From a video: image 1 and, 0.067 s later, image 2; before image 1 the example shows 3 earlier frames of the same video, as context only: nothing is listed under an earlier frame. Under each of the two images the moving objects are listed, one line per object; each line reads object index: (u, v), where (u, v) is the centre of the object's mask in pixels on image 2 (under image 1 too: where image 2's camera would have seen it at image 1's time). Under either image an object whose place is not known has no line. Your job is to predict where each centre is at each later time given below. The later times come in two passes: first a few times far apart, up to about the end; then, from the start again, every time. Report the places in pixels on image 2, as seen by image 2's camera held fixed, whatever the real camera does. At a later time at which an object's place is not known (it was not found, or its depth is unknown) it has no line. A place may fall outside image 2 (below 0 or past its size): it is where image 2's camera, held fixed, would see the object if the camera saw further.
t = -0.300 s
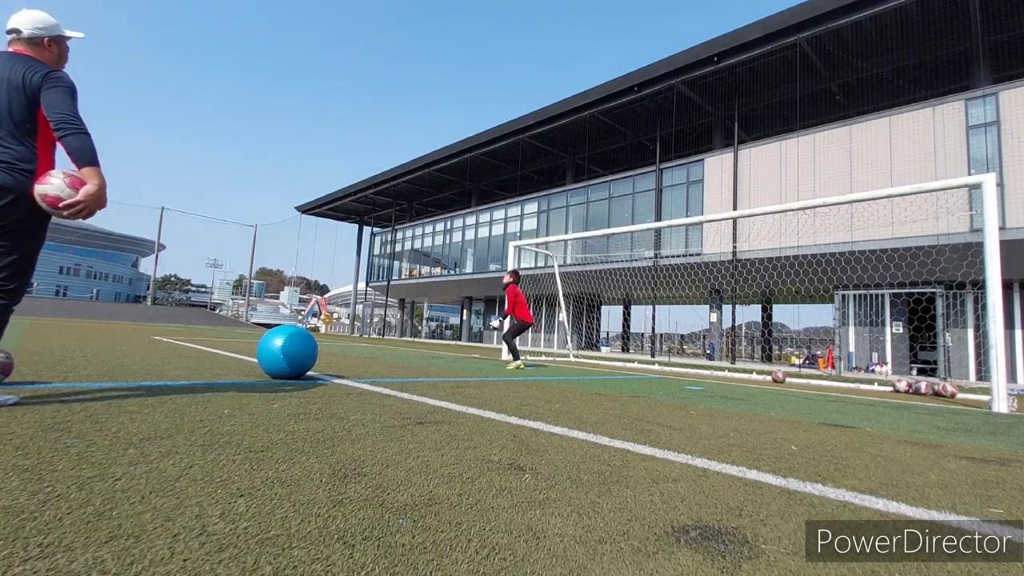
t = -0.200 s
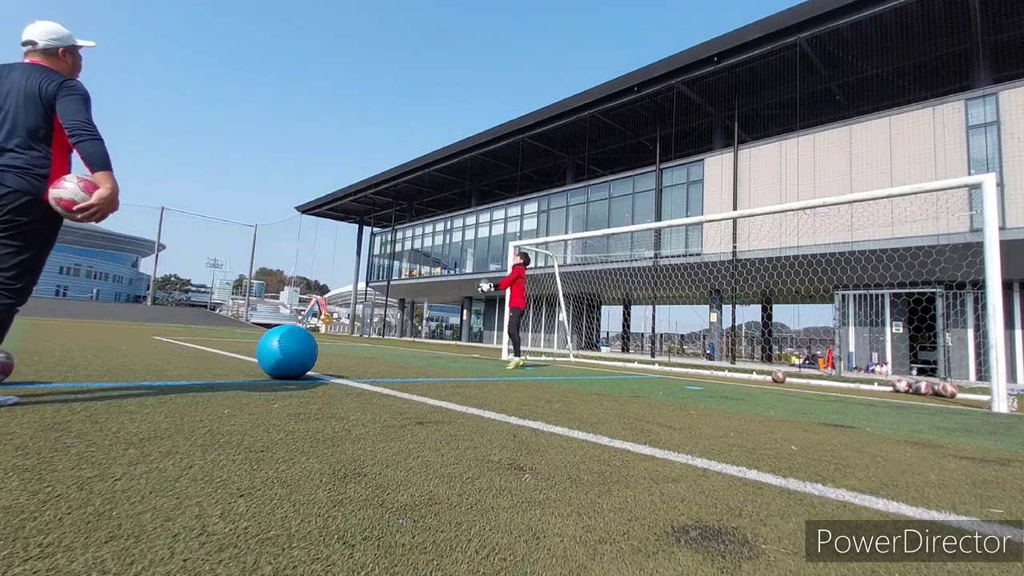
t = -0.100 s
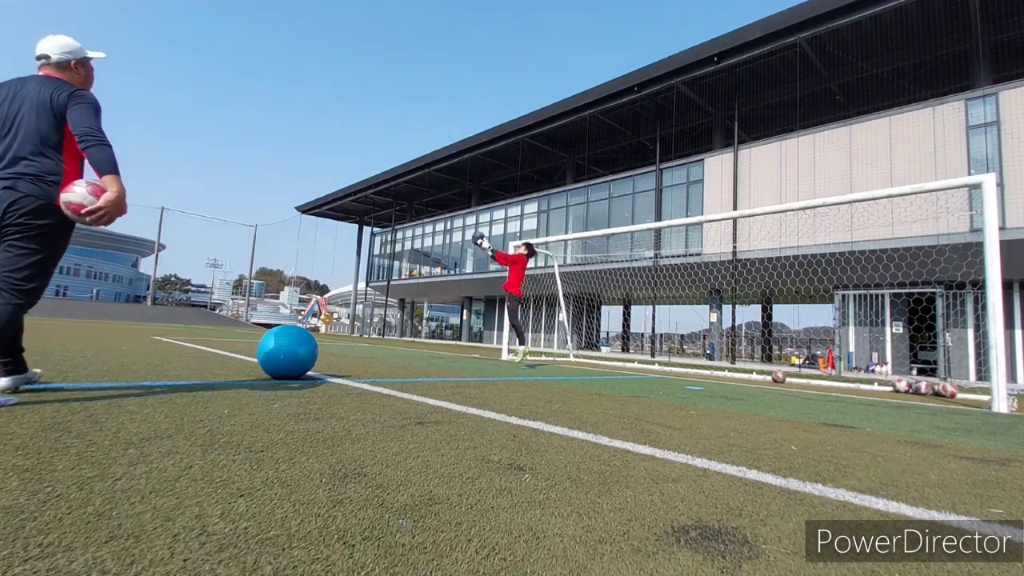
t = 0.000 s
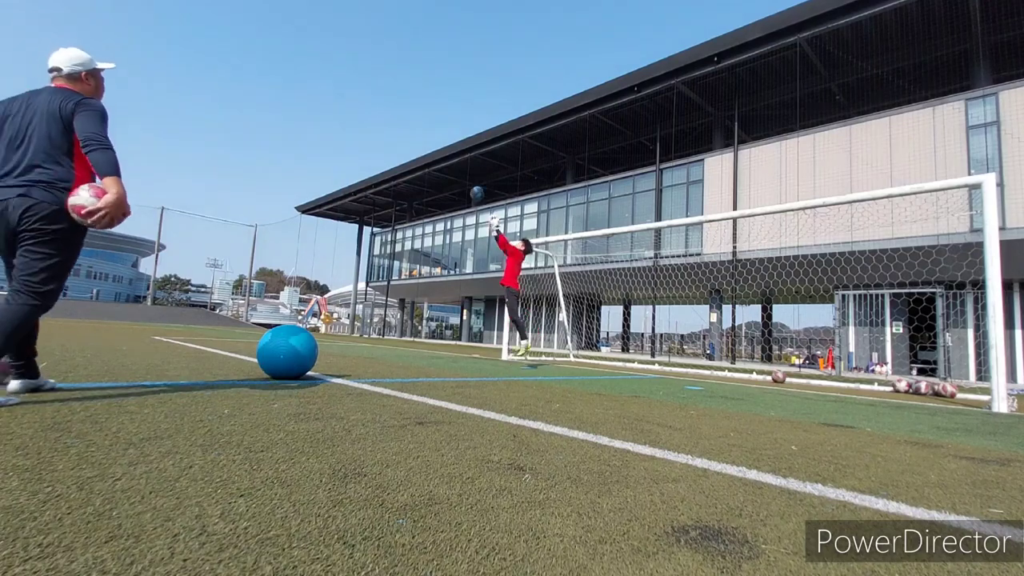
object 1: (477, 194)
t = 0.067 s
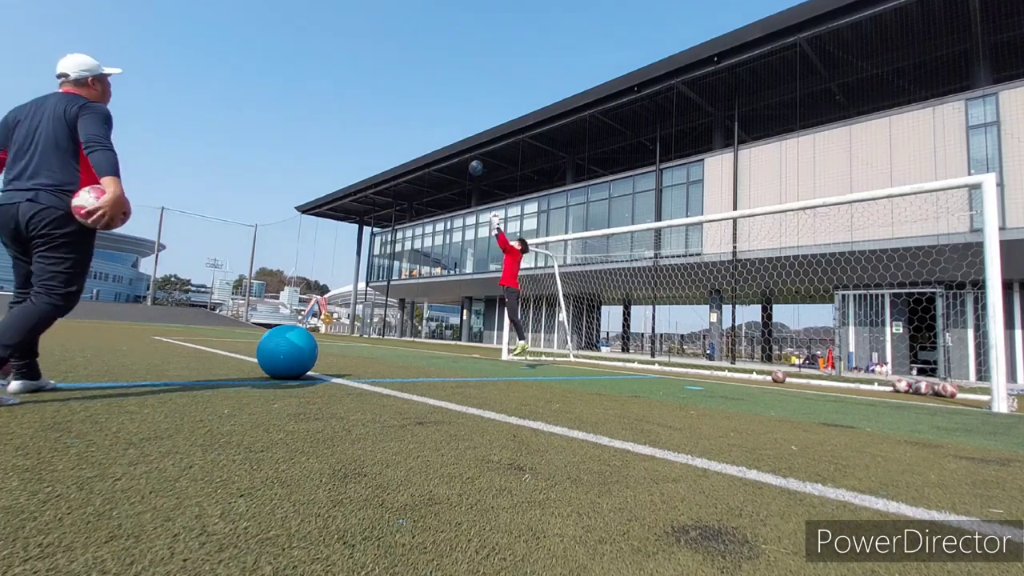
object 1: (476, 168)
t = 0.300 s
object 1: (471, 100)
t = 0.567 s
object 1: (463, 63)
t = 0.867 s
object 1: (450, 70)
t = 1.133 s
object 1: (435, 120)
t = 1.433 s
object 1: (414, 228)
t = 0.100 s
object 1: (475, 156)
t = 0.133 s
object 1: (474, 145)
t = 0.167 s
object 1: (474, 134)
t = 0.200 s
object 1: (473, 125)
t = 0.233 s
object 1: (473, 116)
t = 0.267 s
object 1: (472, 108)
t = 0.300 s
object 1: (471, 100)
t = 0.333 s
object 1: (470, 93)
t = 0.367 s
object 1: (469, 87)
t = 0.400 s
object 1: (468, 81)
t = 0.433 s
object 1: (467, 77)
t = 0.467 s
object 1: (466, 72)
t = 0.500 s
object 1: (465, 69)
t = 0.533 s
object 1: (464, 65)
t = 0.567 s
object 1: (463, 63)
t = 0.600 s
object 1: (462, 62)
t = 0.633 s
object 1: (460, 60)
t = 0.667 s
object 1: (459, 60)
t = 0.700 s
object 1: (458, 60)
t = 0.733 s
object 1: (456, 61)
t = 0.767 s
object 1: (455, 62)
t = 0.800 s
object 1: (453, 64)
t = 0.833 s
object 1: (452, 67)
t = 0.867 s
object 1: (450, 70)
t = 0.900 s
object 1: (449, 74)
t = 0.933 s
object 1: (447, 79)
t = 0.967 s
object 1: (445, 84)
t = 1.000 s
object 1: (443, 90)
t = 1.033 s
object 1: (442, 96)
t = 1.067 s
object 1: (439, 104)
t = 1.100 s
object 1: (437, 111)
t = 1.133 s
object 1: (435, 120)
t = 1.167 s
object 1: (433, 129)
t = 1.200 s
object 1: (431, 139)
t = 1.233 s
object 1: (429, 149)
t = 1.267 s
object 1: (427, 161)
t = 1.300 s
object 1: (424, 172)
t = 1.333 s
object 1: (422, 185)
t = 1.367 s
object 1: (419, 198)
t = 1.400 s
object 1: (416, 212)
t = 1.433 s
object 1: (414, 228)
